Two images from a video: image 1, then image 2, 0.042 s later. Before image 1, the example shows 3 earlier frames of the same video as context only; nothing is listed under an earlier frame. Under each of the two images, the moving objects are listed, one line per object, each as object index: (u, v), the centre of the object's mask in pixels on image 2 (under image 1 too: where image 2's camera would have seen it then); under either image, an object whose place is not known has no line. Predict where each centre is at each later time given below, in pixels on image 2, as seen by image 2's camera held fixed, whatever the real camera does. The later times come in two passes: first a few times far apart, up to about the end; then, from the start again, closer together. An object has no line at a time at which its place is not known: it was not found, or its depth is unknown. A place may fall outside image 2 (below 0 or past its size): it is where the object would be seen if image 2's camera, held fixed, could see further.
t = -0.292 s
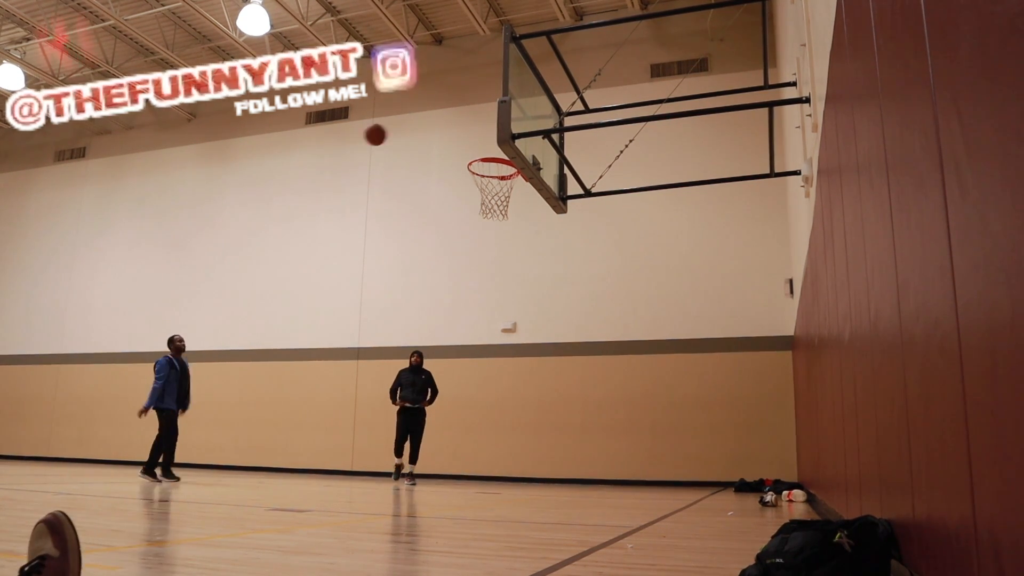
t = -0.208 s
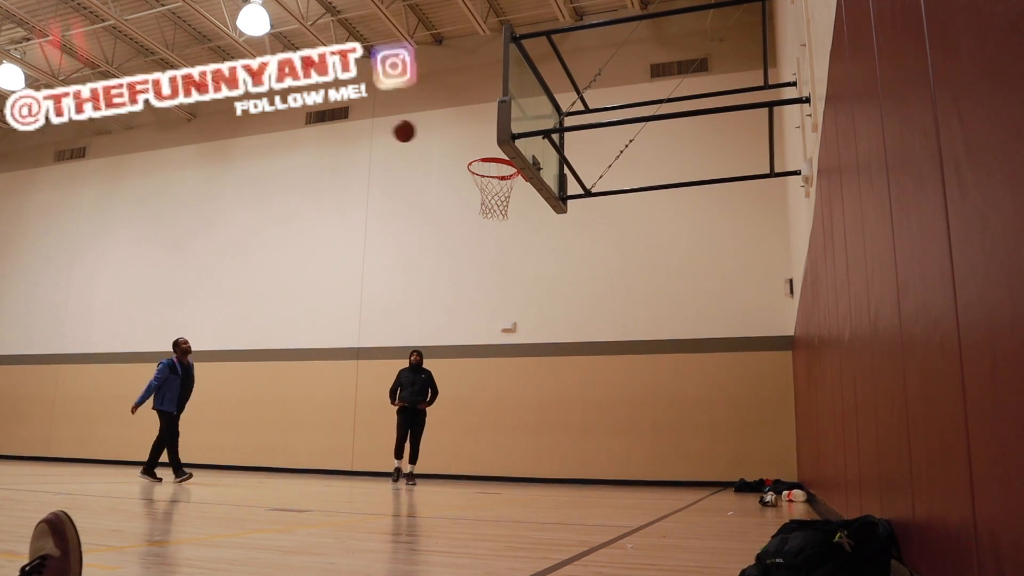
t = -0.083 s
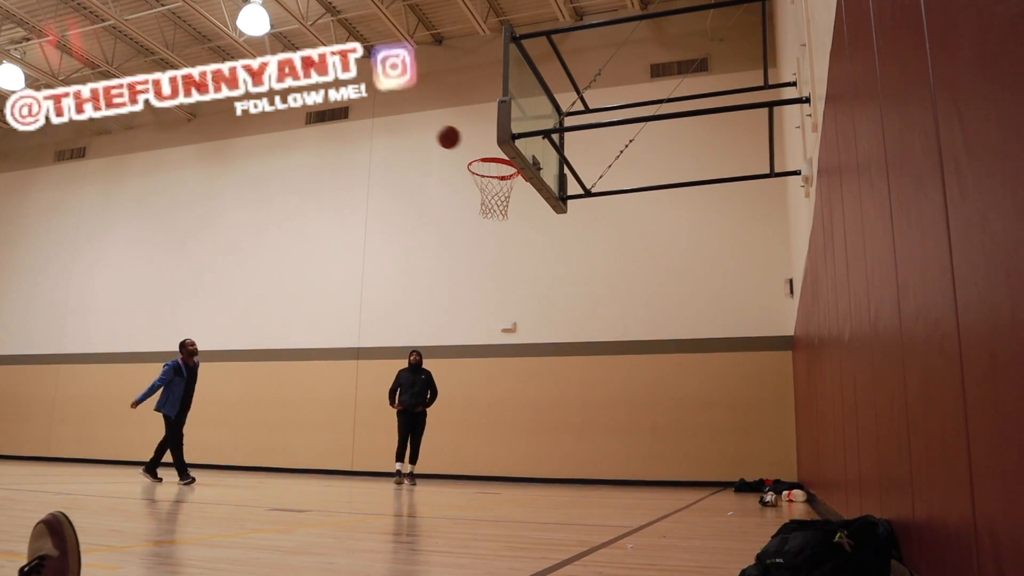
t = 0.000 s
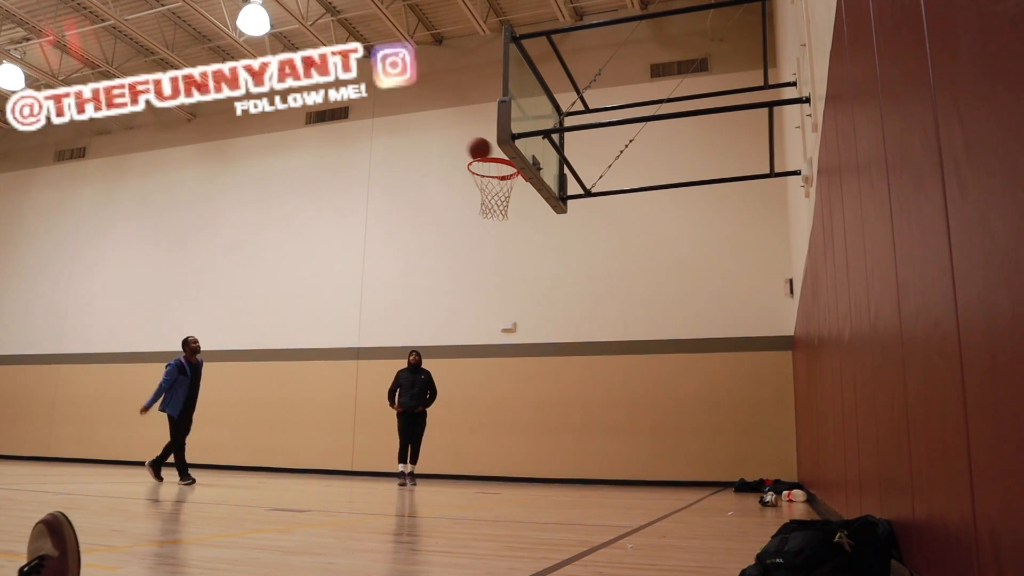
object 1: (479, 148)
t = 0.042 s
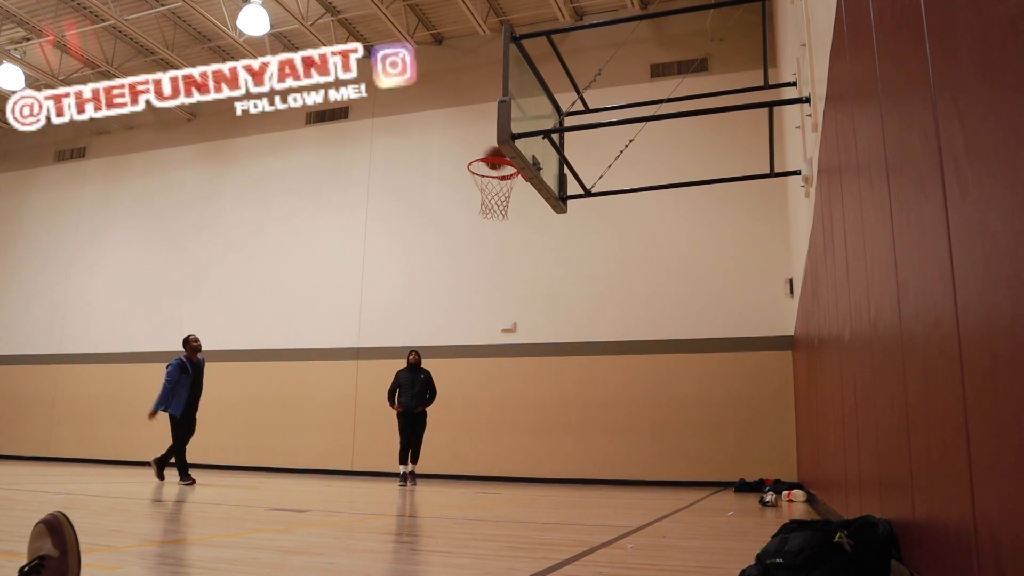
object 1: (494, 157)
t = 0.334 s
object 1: (494, 116)
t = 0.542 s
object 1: (468, 124)
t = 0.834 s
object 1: (410, 216)
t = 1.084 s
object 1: (351, 387)
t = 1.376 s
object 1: (317, 378)
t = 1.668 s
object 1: (301, 280)
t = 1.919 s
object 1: (282, 281)
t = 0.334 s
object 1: (494, 116)
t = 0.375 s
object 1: (491, 114)
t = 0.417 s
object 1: (487, 114)
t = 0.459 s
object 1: (482, 116)
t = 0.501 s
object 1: (475, 119)
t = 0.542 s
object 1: (468, 124)
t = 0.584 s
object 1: (460, 131)
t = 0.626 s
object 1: (452, 140)
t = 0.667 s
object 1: (444, 151)
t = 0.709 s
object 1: (436, 164)
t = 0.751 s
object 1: (428, 179)
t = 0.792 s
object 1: (419, 197)
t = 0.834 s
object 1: (410, 216)
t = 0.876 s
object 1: (401, 238)
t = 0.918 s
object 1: (392, 263)
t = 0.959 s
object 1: (382, 290)
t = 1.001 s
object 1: (372, 320)
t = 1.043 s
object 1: (362, 352)
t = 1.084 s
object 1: (351, 387)
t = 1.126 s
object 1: (341, 425)
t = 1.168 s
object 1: (329, 467)
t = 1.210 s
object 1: (322, 481)
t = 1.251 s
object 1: (321, 452)
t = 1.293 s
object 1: (320, 425)
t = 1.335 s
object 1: (318, 401)
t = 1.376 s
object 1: (317, 378)
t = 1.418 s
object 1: (315, 358)
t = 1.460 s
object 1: (313, 340)
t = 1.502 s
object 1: (311, 324)
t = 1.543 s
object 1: (309, 310)
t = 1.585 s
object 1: (306, 298)
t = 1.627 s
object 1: (304, 288)
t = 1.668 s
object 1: (301, 280)
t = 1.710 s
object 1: (299, 275)
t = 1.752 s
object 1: (296, 272)
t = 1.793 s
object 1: (293, 271)
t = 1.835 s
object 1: (289, 272)
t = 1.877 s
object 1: (286, 275)
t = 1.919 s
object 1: (282, 281)
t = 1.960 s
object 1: (278, 289)
